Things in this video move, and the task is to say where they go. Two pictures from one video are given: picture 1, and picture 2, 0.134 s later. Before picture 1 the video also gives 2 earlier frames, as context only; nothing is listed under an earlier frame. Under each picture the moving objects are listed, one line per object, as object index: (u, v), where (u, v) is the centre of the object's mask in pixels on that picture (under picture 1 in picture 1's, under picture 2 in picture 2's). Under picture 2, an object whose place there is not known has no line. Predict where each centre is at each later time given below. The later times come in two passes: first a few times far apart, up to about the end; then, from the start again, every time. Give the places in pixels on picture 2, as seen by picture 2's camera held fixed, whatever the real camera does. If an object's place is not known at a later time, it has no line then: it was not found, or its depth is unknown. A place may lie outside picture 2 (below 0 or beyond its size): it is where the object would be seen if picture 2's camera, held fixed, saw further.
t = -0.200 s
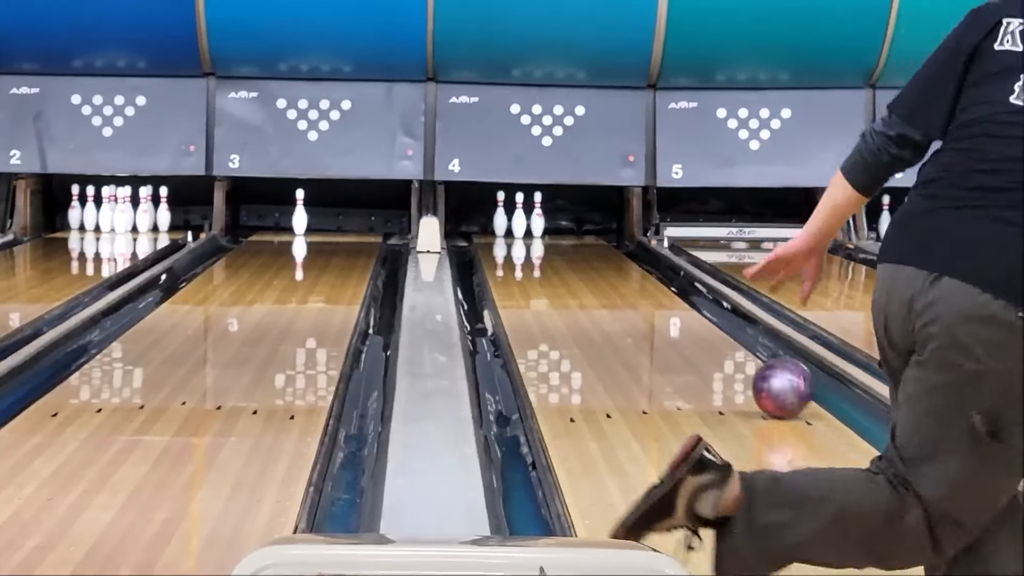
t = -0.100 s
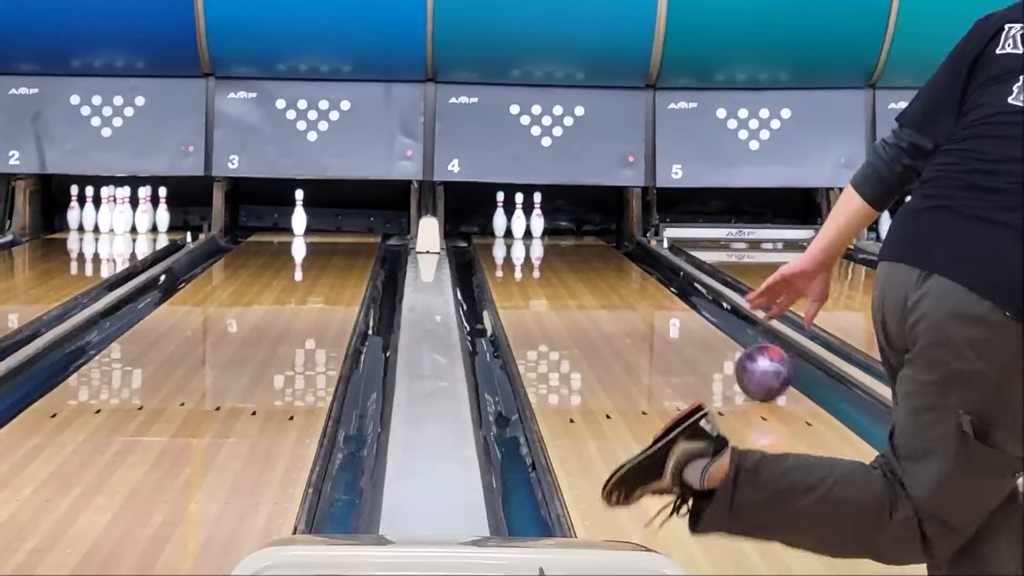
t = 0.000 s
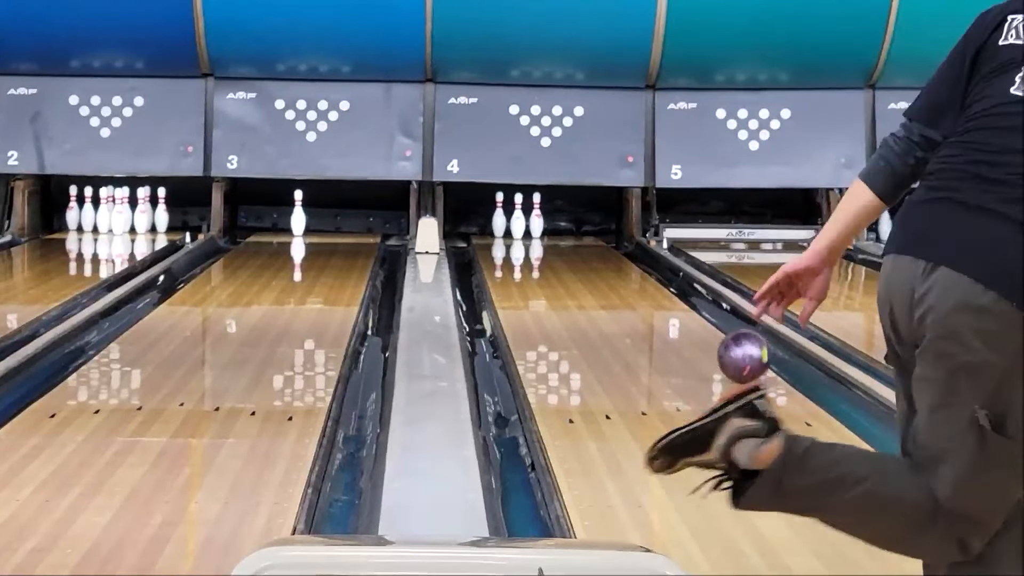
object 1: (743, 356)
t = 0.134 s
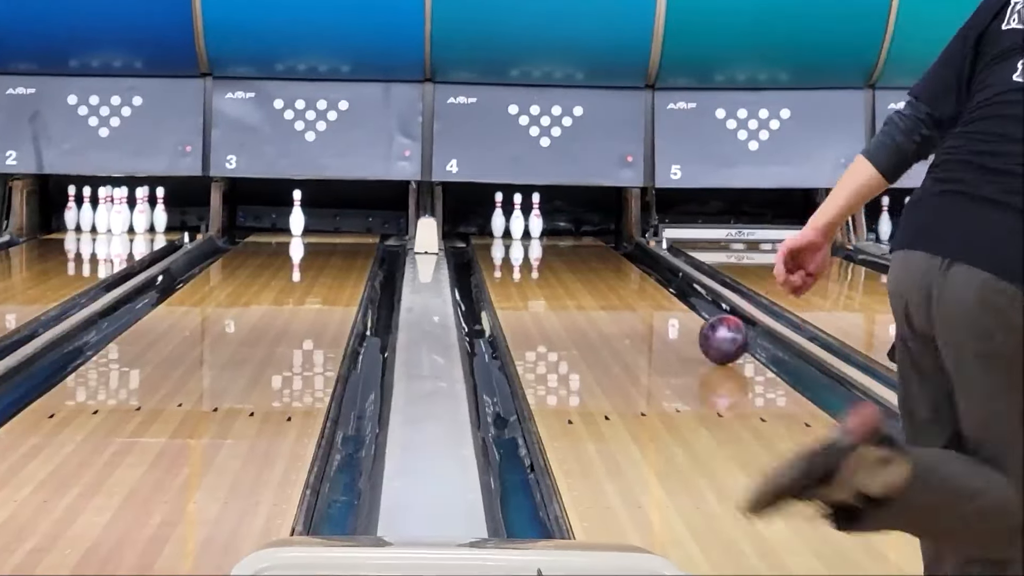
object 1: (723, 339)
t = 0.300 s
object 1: (702, 320)
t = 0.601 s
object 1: (669, 294)
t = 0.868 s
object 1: (643, 275)
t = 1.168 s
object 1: (619, 258)
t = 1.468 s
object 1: (597, 245)
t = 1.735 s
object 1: (576, 237)
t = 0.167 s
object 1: (721, 337)
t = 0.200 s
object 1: (714, 331)
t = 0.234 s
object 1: (710, 328)
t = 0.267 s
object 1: (706, 324)
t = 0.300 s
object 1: (702, 320)
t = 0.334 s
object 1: (698, 317)
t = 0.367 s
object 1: (693, 314)
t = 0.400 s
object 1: (689, 311)
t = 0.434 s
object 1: (685, 308)
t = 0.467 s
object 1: (682, 305)
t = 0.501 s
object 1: (679, 302)
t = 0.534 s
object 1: (675, 300)
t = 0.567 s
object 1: (671, 297)
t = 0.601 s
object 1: (669, 294)
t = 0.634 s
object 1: (665, 292)
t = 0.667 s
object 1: (662, 289)
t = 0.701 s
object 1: (659, 287)
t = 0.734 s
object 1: (655, 285)
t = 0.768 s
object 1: (652, 282)
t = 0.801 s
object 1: (649, 280)
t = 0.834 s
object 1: (646, 278)
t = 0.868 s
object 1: (643, 275)
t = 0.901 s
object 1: (641, 273)
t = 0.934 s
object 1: (637, 271)
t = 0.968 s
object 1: (635, 269)
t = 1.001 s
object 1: (631, 267)
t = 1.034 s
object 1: (629, 265)
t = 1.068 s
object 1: (626, 264)
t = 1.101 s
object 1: (624, 262)
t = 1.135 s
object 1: (621, 260)
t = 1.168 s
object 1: (619, 258)
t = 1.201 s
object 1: (617, 257)
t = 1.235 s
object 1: (614, 255)
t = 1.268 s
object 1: (611, 254)
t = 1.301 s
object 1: (610, 253)
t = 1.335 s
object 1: (608, 253)
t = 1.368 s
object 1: (605, 251)
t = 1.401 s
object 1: (602, 249)
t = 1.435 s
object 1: (600, 247)
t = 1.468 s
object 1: (597, 245)
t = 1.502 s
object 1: (593, 245)
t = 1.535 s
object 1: (593, 244)
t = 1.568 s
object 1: (590, 242)
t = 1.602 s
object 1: (586, 239)
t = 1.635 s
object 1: (584, 239)
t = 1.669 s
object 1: (581, 239)
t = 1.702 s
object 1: (579, 238)
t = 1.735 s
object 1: (576, 237)
